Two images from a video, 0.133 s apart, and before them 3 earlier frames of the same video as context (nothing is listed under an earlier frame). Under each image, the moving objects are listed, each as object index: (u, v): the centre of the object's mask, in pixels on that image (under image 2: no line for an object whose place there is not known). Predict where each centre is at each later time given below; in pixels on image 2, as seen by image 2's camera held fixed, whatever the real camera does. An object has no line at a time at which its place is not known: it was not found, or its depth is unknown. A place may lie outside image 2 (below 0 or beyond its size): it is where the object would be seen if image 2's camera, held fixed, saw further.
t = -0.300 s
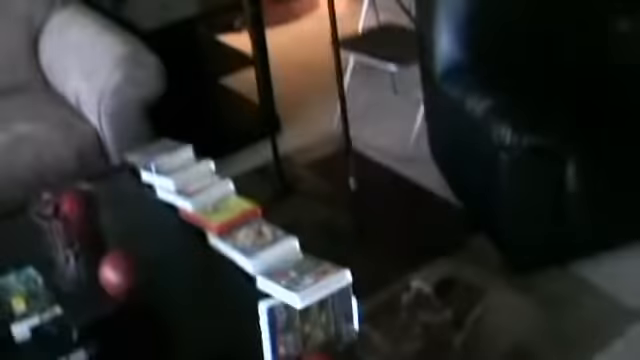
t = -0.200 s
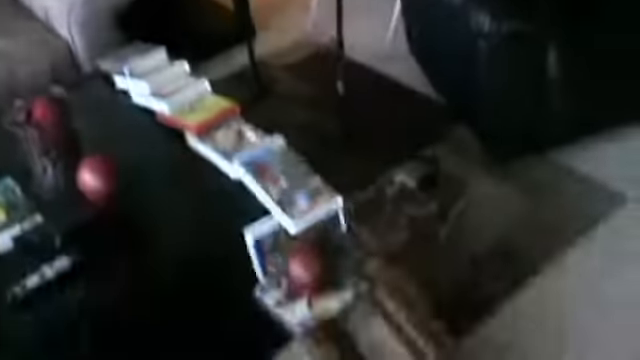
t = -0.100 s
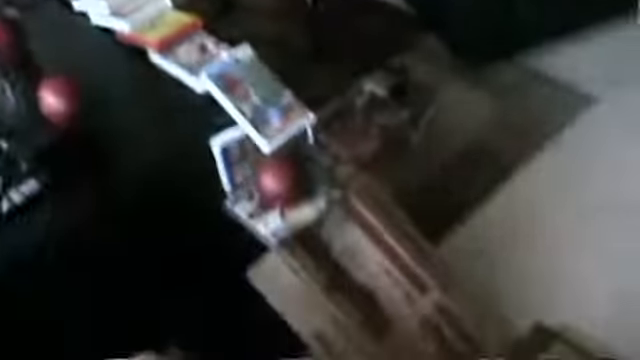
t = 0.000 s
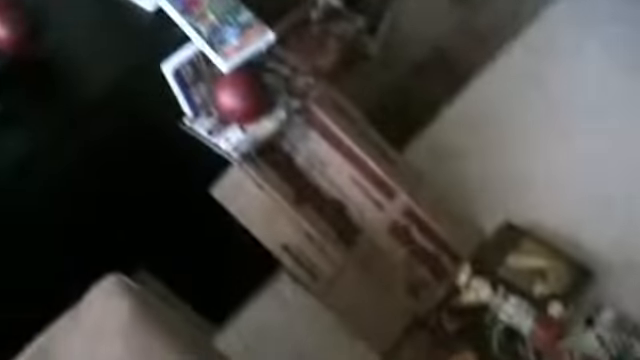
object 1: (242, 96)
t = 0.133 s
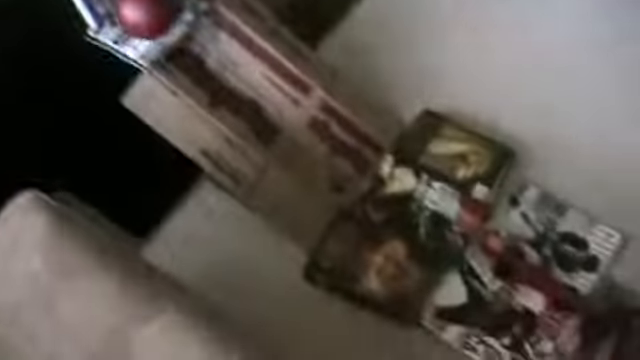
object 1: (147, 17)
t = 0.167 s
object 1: (147, 24)
